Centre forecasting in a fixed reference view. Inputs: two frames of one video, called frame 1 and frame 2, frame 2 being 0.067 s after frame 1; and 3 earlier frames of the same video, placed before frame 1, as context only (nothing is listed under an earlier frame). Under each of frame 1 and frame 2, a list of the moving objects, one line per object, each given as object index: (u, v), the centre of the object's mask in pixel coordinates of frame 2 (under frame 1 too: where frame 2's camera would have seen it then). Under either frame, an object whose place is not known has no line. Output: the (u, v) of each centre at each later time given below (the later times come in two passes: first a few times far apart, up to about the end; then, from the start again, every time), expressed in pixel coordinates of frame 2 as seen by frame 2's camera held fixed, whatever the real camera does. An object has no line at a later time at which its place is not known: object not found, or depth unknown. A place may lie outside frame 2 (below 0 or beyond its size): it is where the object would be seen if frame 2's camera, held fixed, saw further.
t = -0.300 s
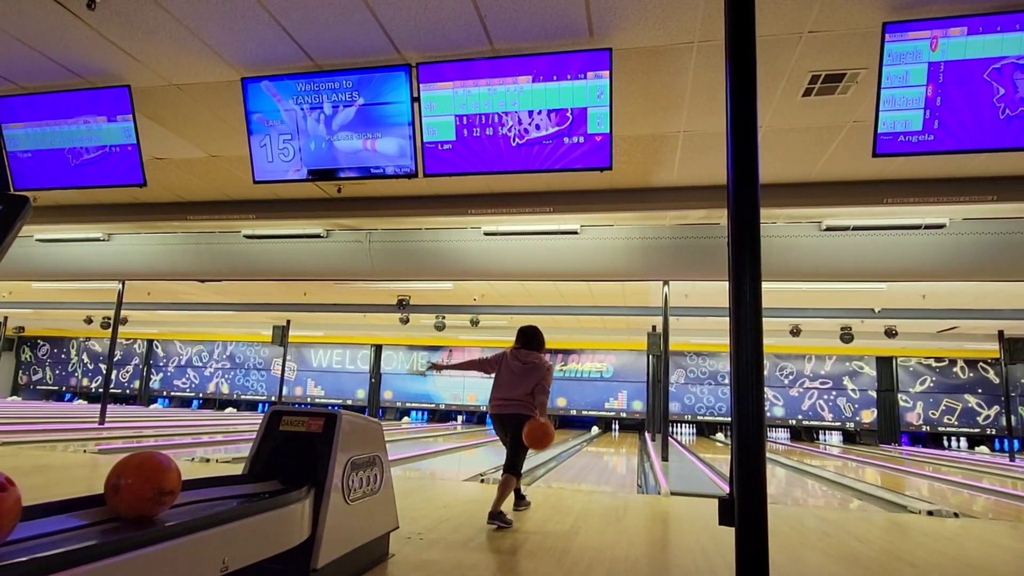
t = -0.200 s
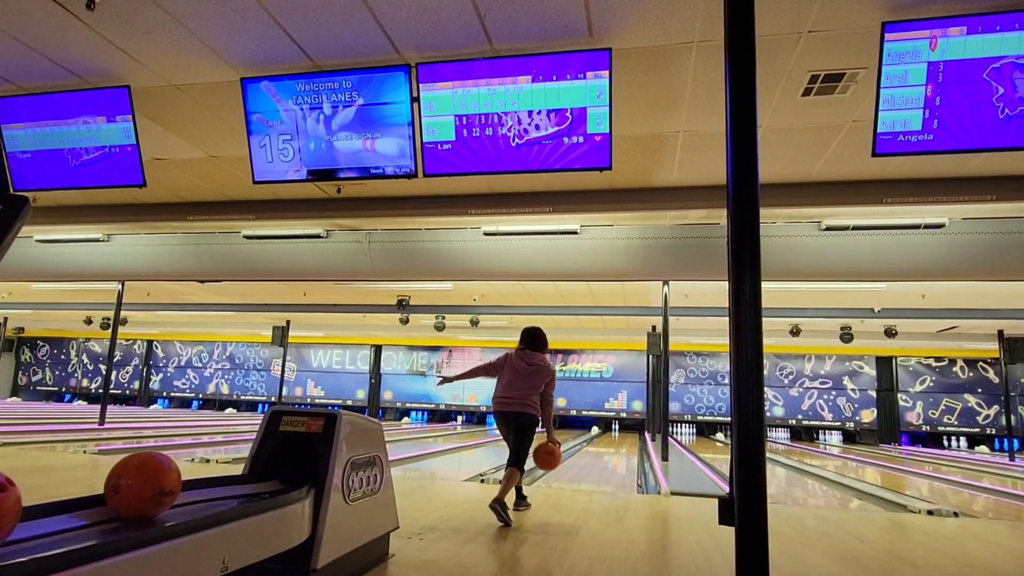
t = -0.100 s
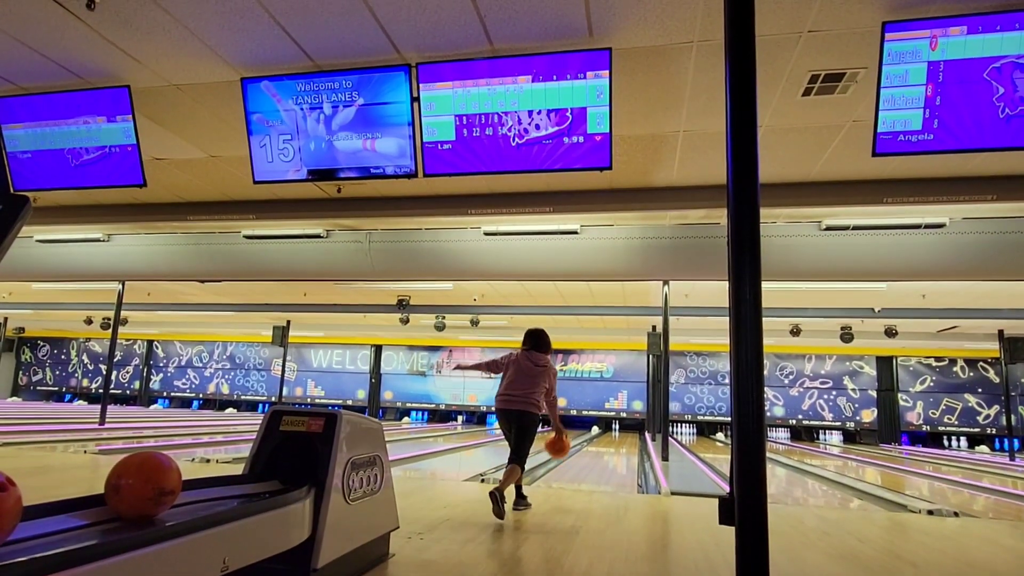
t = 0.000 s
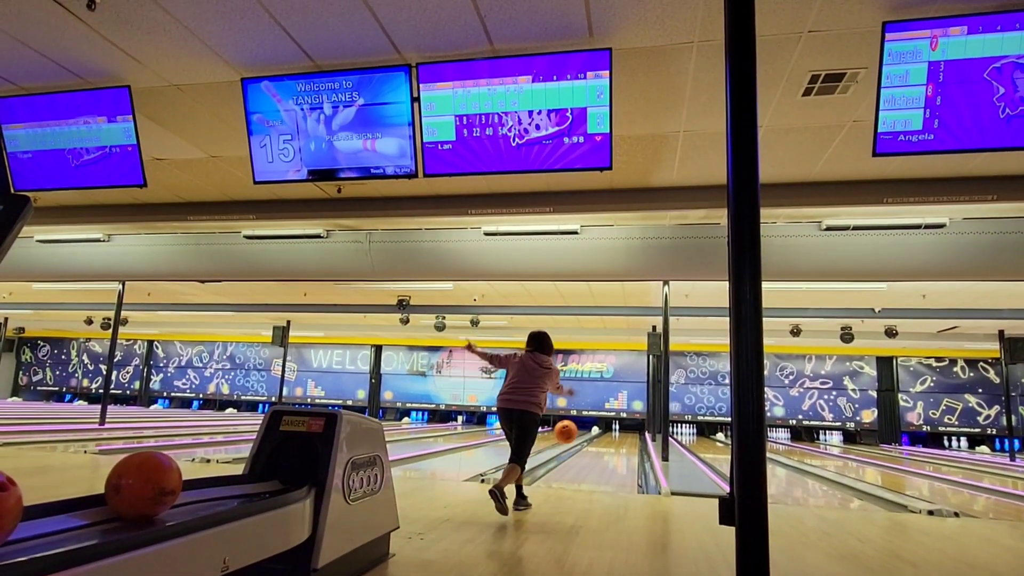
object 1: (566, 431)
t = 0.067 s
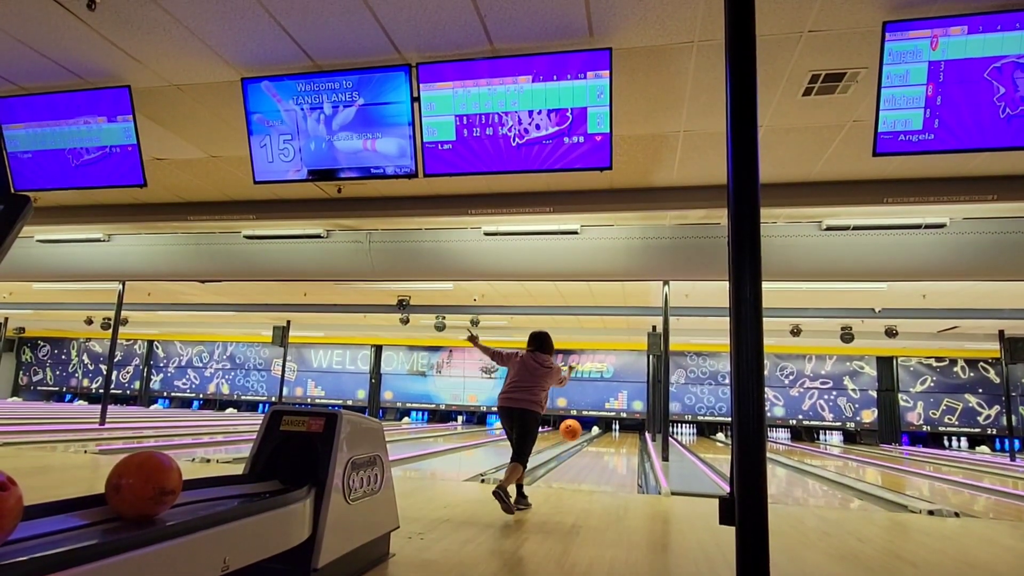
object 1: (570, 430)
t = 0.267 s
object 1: (580, 446)
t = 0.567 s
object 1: (591, 458)
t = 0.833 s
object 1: (598, 450)
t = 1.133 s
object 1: (603, 445)
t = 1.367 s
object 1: (607, 442)
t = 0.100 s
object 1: (572, 430)
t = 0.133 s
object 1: (574, 432)
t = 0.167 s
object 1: (577, 437)
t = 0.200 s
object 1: (578, 439)
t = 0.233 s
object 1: (579, 444)
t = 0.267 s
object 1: (580, 446)
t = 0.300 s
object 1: (581, 452)
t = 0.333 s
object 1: (583, 459)
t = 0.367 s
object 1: (584, 463)
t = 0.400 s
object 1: (585, 461)
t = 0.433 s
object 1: (586, 459)
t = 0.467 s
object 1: (588, 458)
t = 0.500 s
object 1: (589, 458)
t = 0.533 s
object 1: (590, 458)
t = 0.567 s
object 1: (591, 458)
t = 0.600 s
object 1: (591, 457)
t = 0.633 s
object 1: (593, 456)
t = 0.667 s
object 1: (594, 454)
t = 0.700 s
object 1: (594, 454)
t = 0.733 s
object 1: (595, 452)
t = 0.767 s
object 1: (596, 452)
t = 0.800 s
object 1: (597, 451)
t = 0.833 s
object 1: (598, 450)
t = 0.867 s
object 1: (599, 450)
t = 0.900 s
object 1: (599, 449)
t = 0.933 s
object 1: (600, 448)
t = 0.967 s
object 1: (601, 448)
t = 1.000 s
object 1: (601, 447)
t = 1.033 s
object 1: (602, 446)
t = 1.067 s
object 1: (602, 446)
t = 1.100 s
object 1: (602, 446)
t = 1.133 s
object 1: (603, 445)
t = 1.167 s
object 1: (604, 444)
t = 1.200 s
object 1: (604, 444)
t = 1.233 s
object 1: (605, 443)
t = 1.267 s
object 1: (605, 443)
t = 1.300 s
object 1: (606, 443)
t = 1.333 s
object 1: (606, 442)
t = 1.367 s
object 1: (607, 442)
